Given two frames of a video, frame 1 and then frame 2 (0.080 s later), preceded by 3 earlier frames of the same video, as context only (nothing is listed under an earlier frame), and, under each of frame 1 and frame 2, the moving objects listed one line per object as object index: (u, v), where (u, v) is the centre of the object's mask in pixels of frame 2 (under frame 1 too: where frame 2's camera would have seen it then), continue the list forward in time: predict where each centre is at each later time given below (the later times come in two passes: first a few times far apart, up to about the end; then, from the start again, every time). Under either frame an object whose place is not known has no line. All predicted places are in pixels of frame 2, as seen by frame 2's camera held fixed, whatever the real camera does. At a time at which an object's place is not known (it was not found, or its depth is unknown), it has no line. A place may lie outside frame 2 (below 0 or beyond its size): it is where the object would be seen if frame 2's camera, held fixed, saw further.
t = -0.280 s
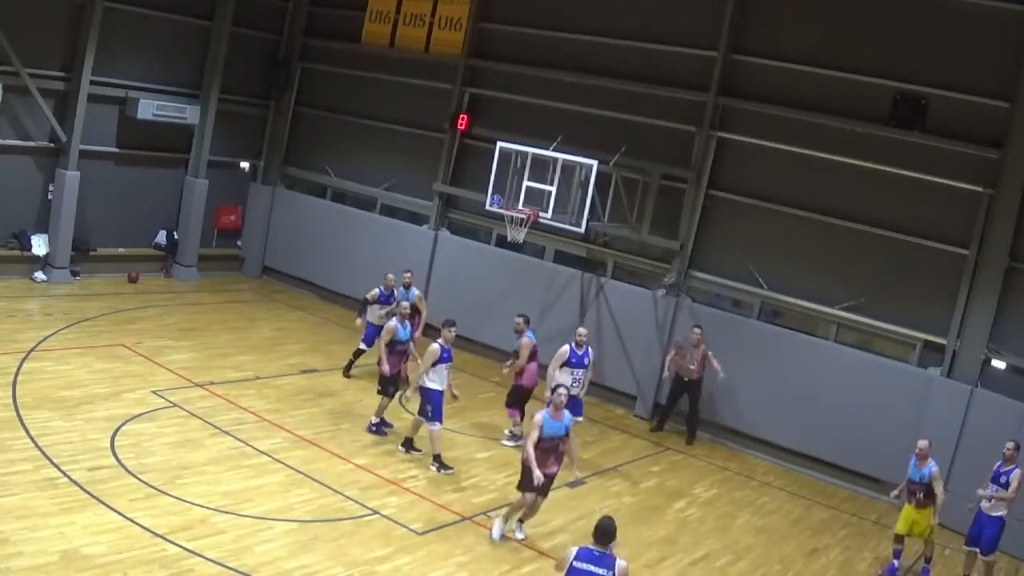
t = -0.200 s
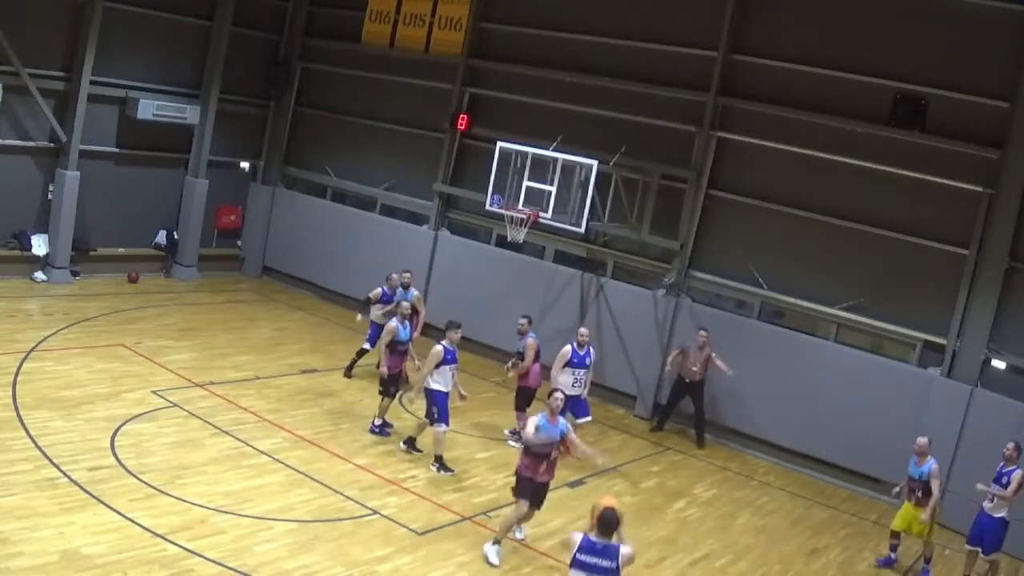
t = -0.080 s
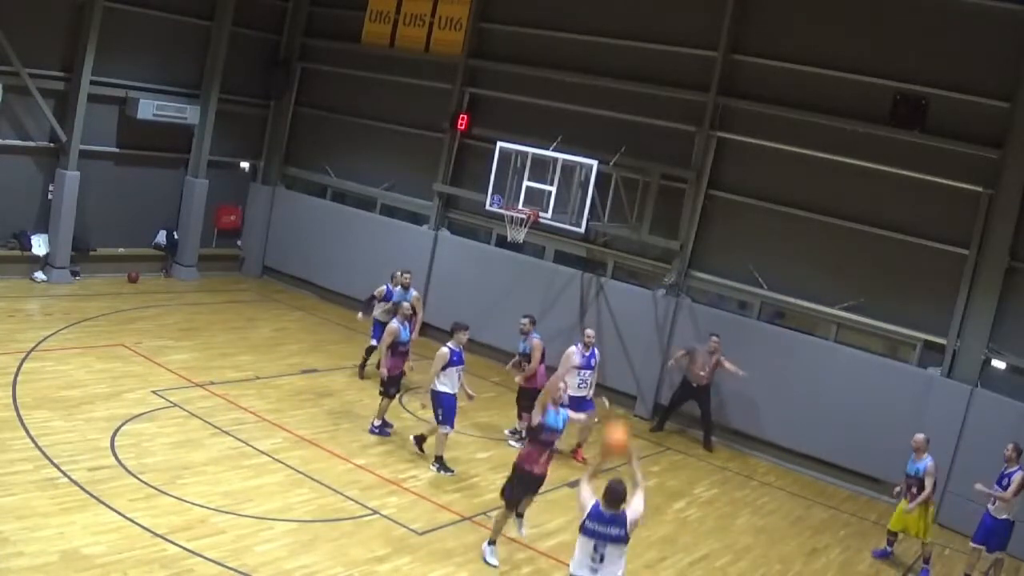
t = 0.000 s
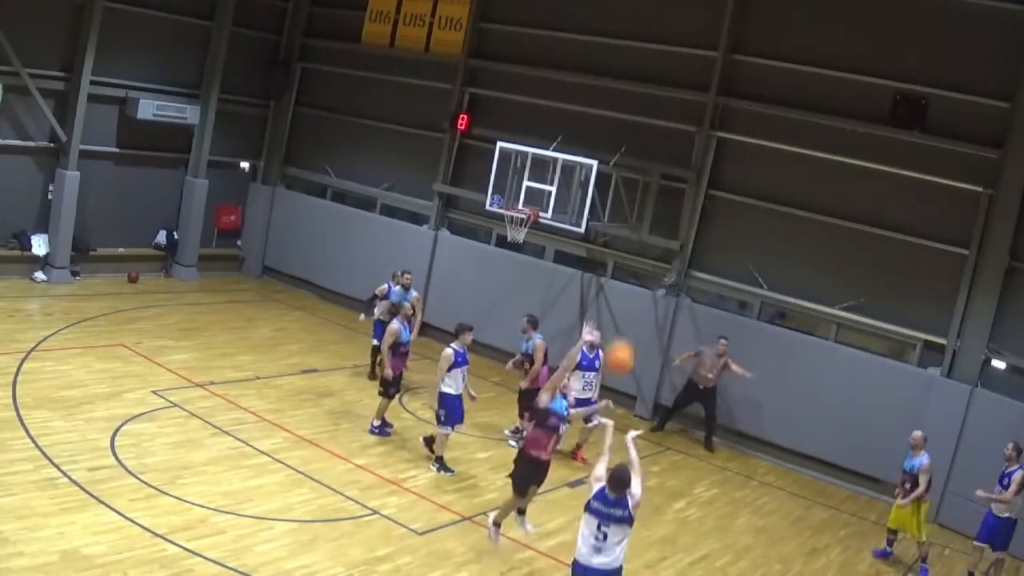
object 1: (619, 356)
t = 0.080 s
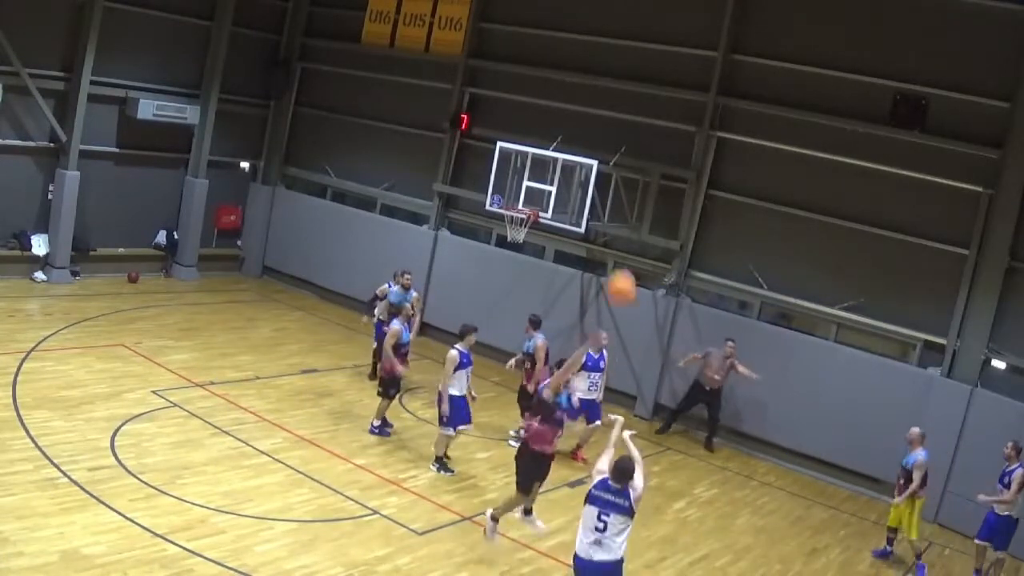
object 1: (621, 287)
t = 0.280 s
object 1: (616, 163)
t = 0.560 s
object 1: (600, 91)
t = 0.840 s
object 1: (577, 97)
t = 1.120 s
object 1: (549, 153)
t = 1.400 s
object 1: (491, 187)
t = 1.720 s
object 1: (378, 182)
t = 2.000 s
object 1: (270, 234)
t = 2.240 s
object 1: (179, 317)
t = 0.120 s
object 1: (621, 256)
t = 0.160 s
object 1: (621, 229)
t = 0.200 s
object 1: (619, 204)
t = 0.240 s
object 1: (618, 182)
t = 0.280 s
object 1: (616, 163)
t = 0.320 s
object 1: (615, 148)
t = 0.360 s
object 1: (612, 133)
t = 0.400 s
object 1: (610, 121)
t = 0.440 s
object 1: (608, 111)
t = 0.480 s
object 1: (606, 103)
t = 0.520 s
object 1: (603, 96)
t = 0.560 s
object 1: (600, 91)
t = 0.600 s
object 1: (597, 88)
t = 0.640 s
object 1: (594, 86)
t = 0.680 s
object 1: (591, 86)
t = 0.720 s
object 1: (588, 86)
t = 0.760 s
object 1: (584, 88)
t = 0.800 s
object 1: (581, 92)
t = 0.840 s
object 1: (577, 97)
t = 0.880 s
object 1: (573, 101)
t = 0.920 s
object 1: (569, 108)
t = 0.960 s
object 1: (565, 115)
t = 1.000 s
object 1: (561, 124)
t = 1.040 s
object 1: (557, 133)
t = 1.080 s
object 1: (554, 142)
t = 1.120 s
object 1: (549, 153)
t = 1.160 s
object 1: (544, 164)
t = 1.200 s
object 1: (540, 176)
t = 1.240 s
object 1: (535, 193)
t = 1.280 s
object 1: (531, 206)
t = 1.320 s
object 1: (519, 200)
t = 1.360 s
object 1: (506, 195)
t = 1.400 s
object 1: (491, 187)
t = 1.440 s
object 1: (479, 183)
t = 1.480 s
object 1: (464, 180)
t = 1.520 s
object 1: (450, 178)
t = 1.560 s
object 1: (436, 177)
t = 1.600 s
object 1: (422, 177)
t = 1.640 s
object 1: (407, 178)
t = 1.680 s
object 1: (392, 179)
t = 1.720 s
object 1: (378, 182)
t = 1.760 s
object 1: (362, 187)
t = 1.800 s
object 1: (346, 193)
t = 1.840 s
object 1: (331, 197)
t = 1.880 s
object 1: (316, 206)
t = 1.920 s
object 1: (301, 214)
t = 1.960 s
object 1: (285, 223)
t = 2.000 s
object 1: (270, 234)
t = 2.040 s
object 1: (254, 246)
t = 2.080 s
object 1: (239, 259)
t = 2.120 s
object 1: (224, 272)
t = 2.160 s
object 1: (210, 284)
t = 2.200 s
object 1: (194, 299)
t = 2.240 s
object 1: (179, 317)
